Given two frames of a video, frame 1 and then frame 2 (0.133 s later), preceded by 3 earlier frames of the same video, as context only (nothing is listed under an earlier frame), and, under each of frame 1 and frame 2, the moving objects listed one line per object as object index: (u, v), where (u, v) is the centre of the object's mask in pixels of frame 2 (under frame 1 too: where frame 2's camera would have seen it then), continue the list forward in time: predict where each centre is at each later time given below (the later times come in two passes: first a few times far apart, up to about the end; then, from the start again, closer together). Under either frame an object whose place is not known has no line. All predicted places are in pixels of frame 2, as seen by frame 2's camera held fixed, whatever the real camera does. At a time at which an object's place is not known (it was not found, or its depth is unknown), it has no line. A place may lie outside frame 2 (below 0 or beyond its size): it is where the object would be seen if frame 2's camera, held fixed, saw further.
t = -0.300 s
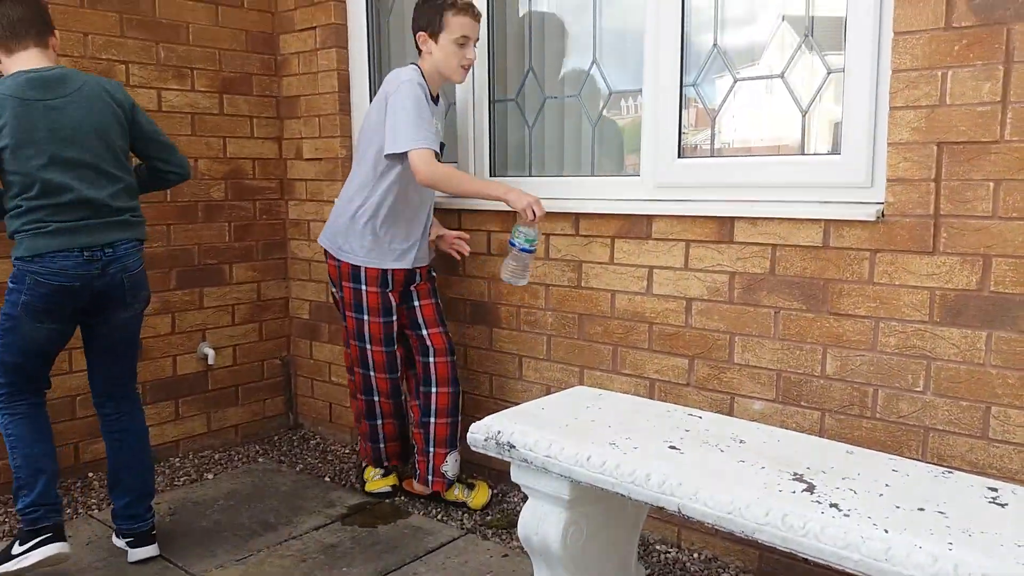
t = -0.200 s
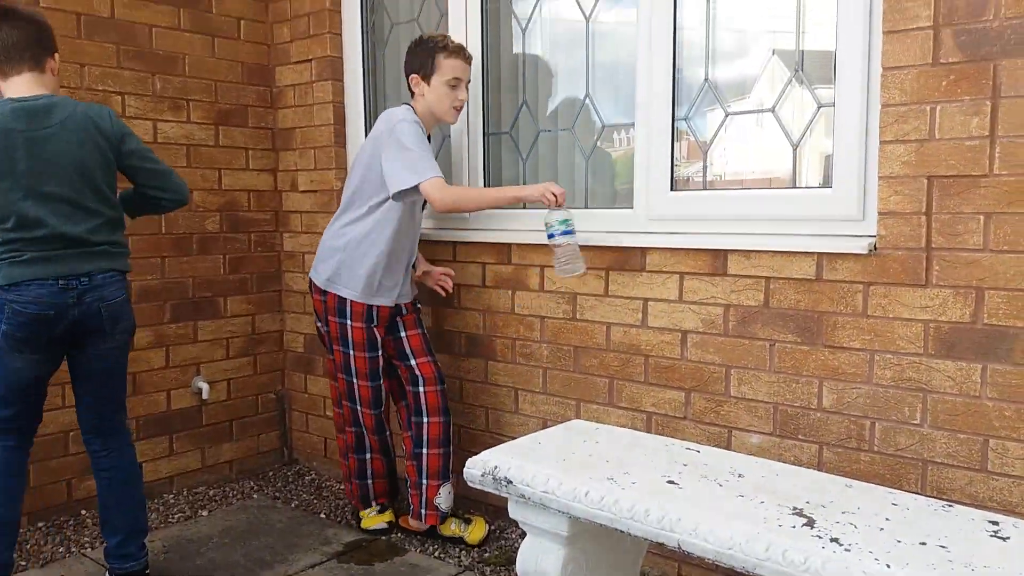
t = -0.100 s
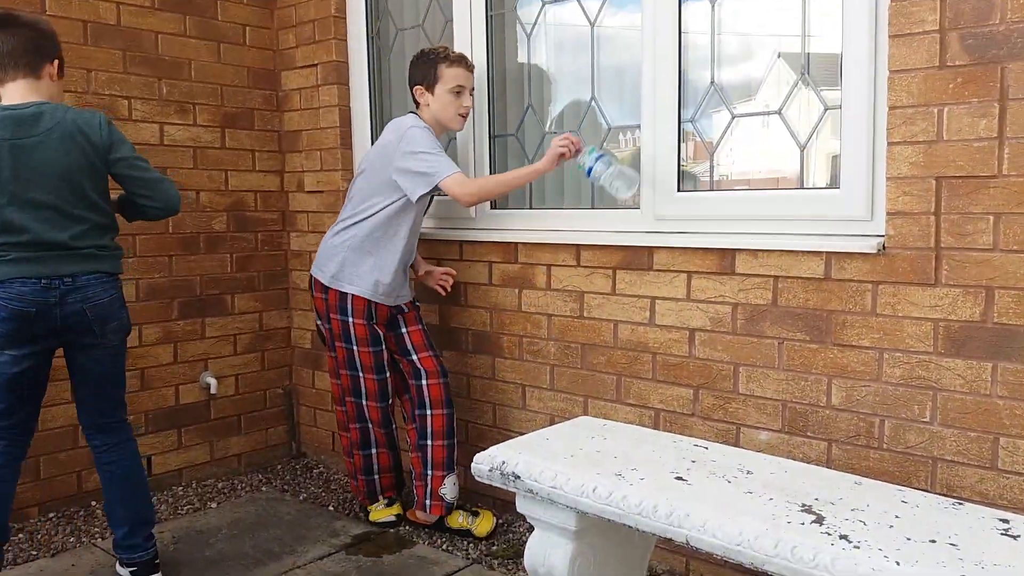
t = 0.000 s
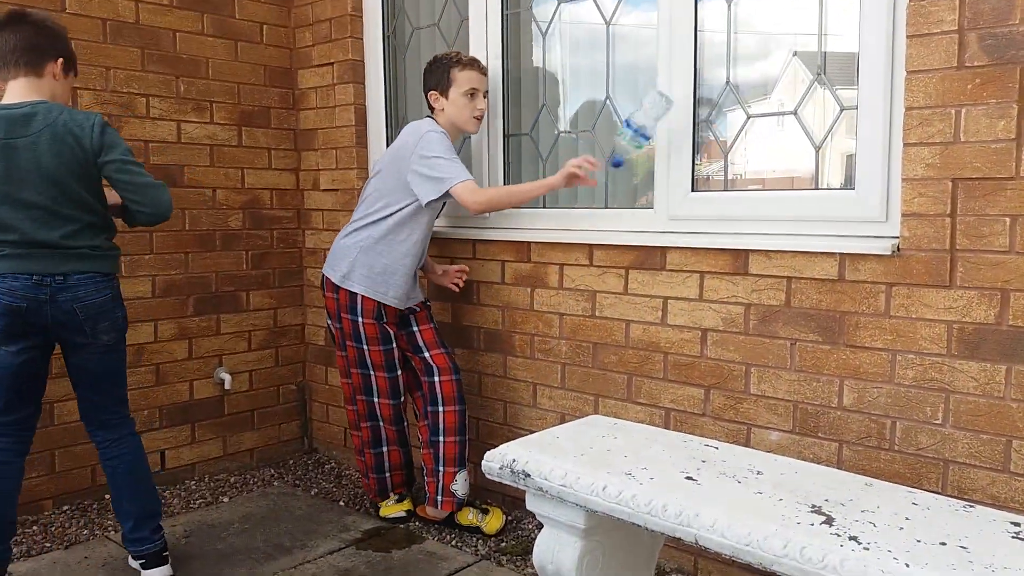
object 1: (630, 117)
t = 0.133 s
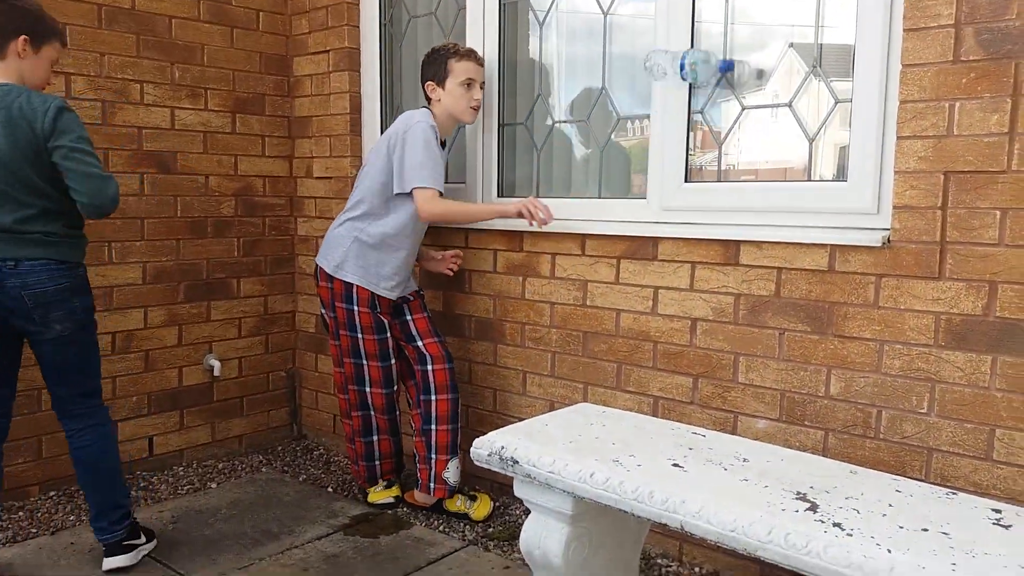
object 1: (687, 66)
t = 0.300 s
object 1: (702, 113)
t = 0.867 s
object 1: (624, 417)
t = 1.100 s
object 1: (619, 430)
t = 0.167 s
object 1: (691, 63)
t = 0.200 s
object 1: (691, 63)
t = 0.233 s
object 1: (693, 73)
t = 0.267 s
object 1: (696, 89)
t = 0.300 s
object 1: (702, 113)
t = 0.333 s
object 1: (703, 135)
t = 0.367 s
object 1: (700, 151)
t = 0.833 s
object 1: (624, 414)
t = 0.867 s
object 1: (624, 417)
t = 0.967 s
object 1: (621, 425)
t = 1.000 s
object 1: (619, 426)
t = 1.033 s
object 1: (618, 426)
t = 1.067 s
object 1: (618, 428)
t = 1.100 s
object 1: (619, 430)
